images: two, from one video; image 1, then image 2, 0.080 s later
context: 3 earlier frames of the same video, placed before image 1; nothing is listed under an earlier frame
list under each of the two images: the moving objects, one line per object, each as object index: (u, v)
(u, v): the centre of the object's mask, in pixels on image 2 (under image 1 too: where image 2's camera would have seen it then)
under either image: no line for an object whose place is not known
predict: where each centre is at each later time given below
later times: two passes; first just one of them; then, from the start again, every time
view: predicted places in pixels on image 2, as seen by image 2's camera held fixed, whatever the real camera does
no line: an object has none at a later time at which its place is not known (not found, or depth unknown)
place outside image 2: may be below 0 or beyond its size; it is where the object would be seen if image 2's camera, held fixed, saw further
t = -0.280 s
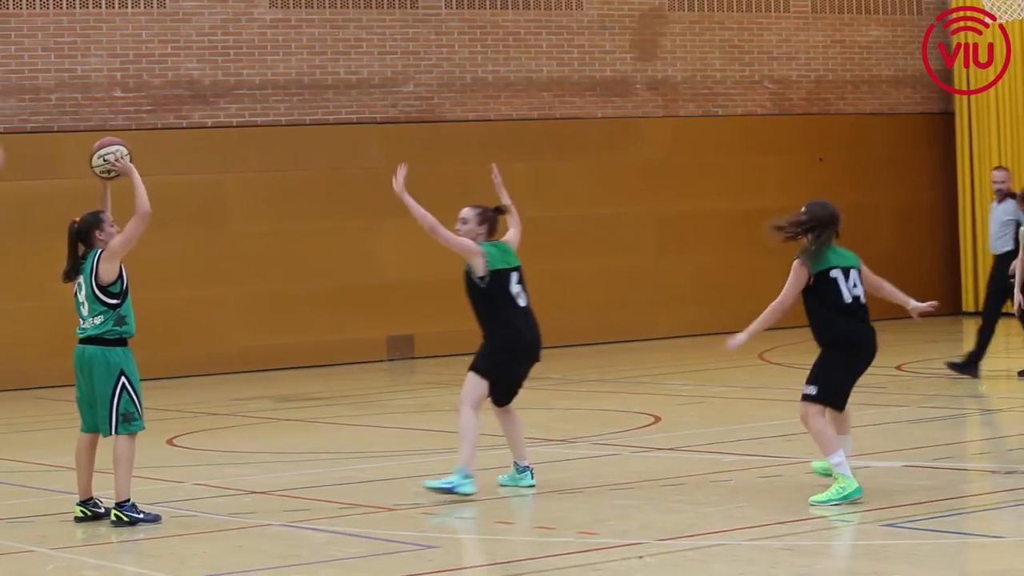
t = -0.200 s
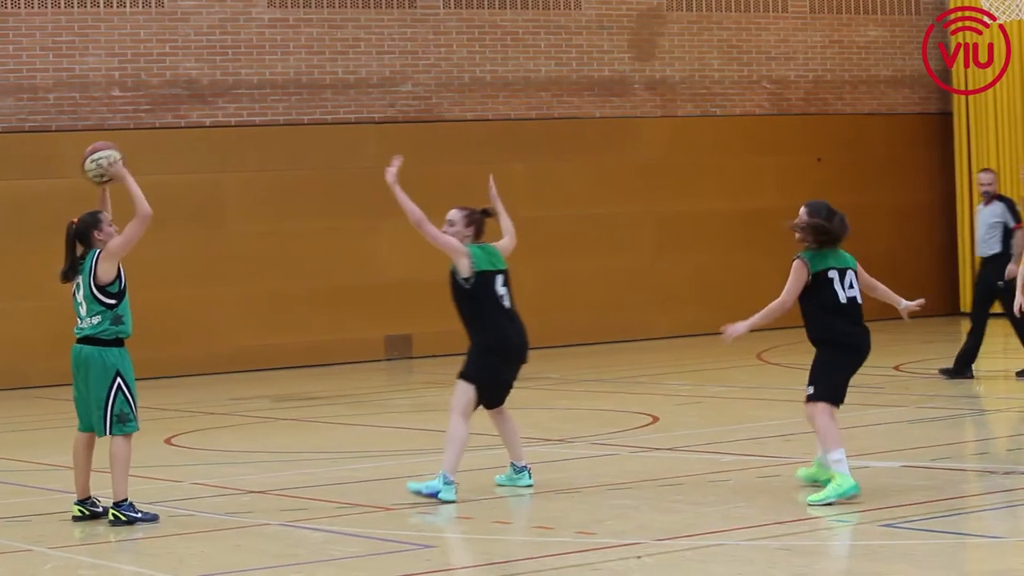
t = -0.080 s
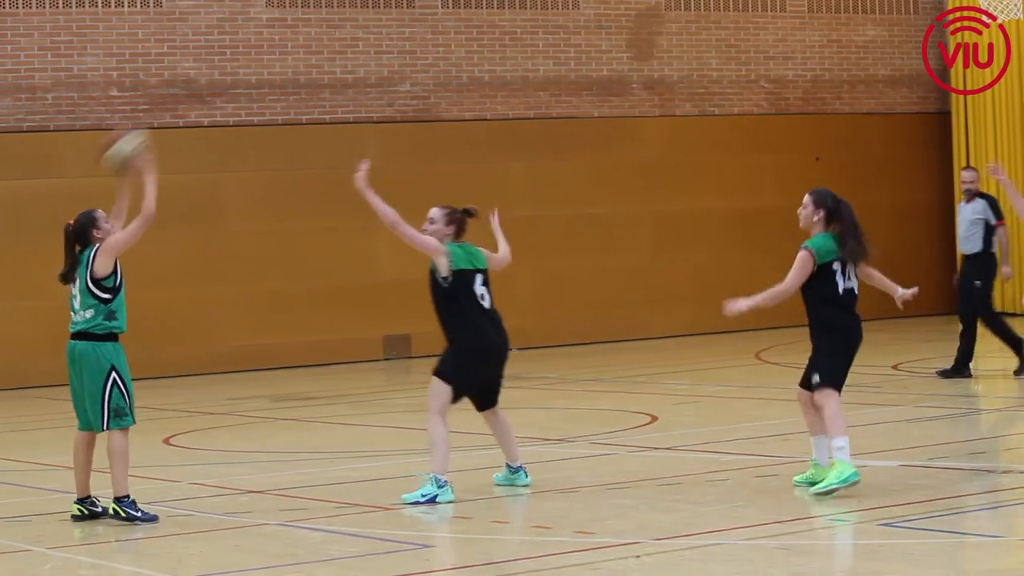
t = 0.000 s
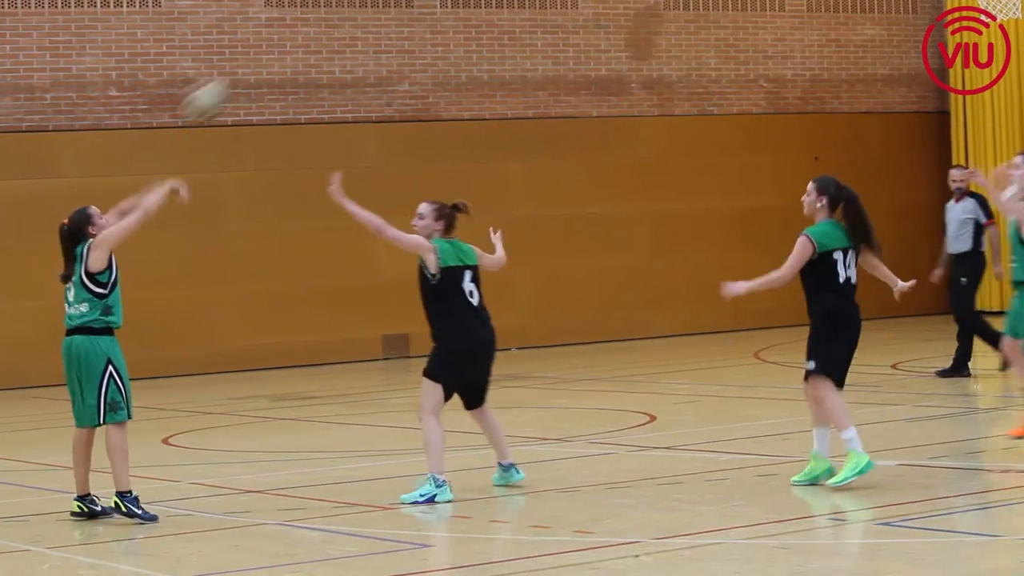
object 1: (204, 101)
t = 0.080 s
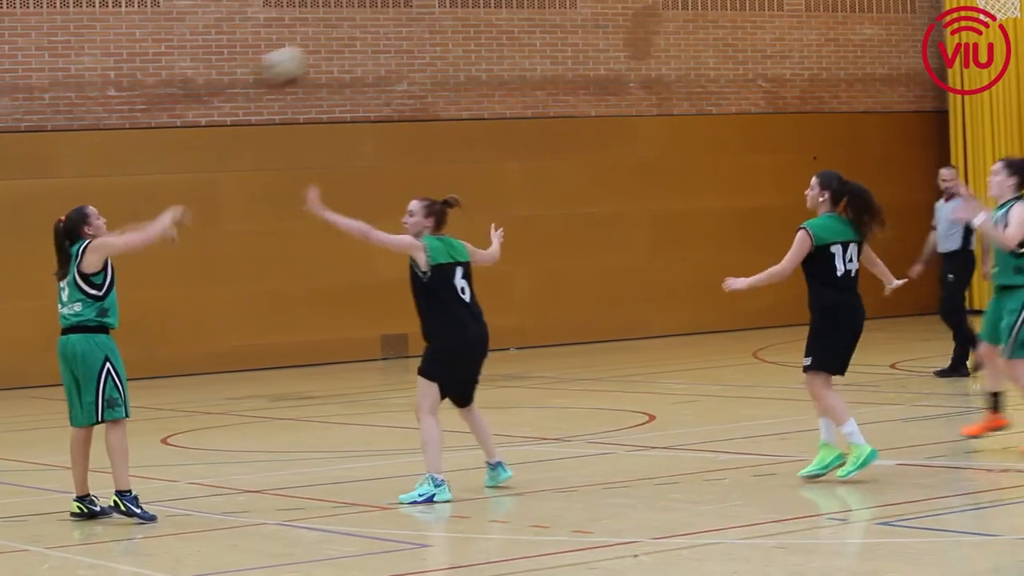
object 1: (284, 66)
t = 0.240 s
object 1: (434, 37)
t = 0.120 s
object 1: (320, 55)
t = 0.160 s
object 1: (360, 46)
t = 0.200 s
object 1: (398, 40)
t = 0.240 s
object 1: (434, 37)
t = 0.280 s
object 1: (470, 36)
